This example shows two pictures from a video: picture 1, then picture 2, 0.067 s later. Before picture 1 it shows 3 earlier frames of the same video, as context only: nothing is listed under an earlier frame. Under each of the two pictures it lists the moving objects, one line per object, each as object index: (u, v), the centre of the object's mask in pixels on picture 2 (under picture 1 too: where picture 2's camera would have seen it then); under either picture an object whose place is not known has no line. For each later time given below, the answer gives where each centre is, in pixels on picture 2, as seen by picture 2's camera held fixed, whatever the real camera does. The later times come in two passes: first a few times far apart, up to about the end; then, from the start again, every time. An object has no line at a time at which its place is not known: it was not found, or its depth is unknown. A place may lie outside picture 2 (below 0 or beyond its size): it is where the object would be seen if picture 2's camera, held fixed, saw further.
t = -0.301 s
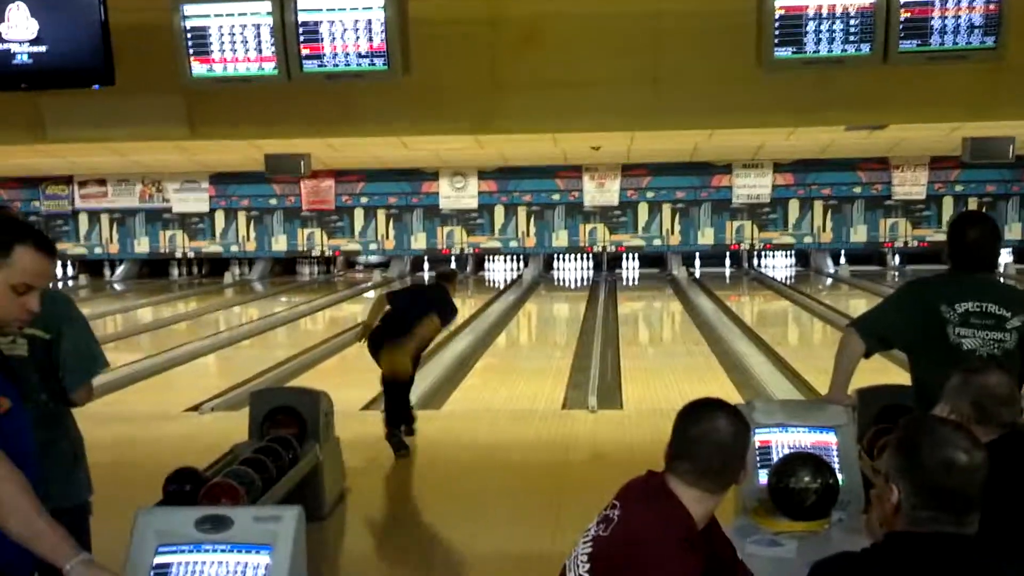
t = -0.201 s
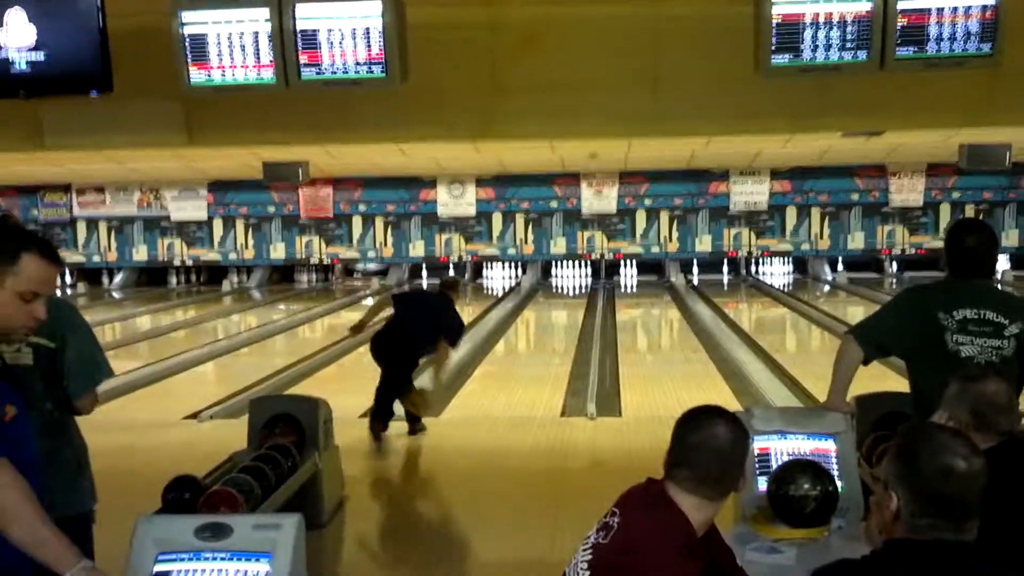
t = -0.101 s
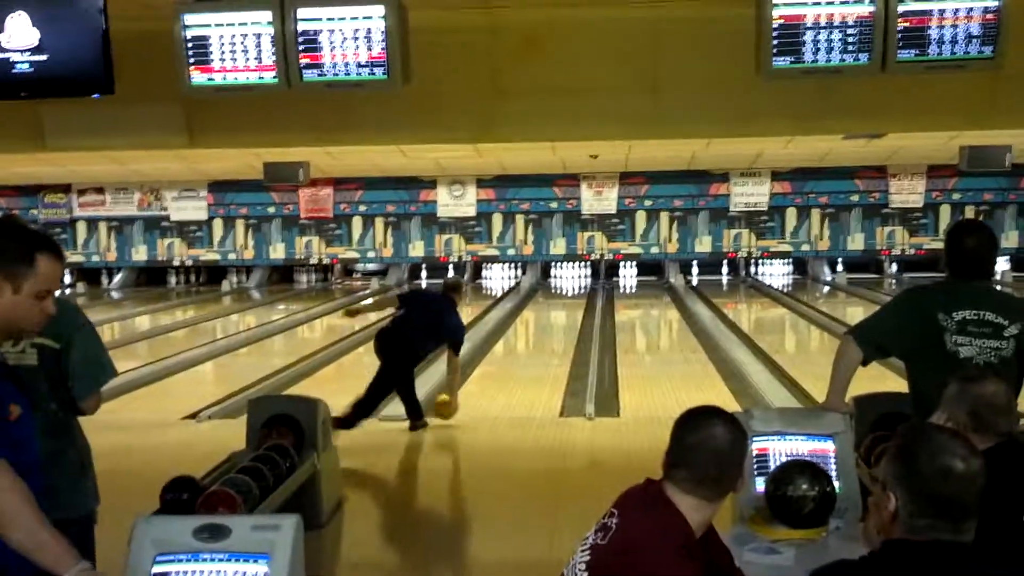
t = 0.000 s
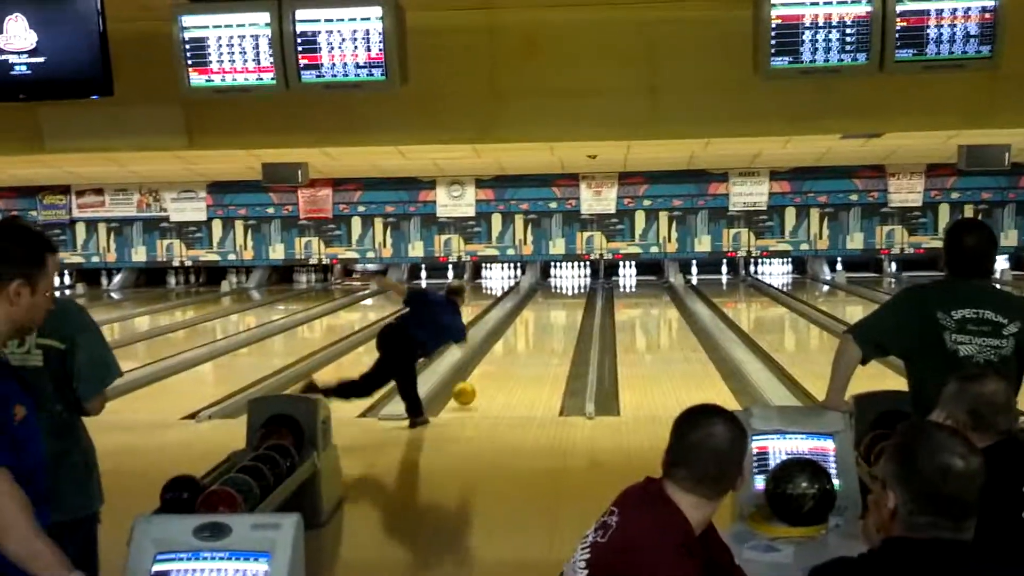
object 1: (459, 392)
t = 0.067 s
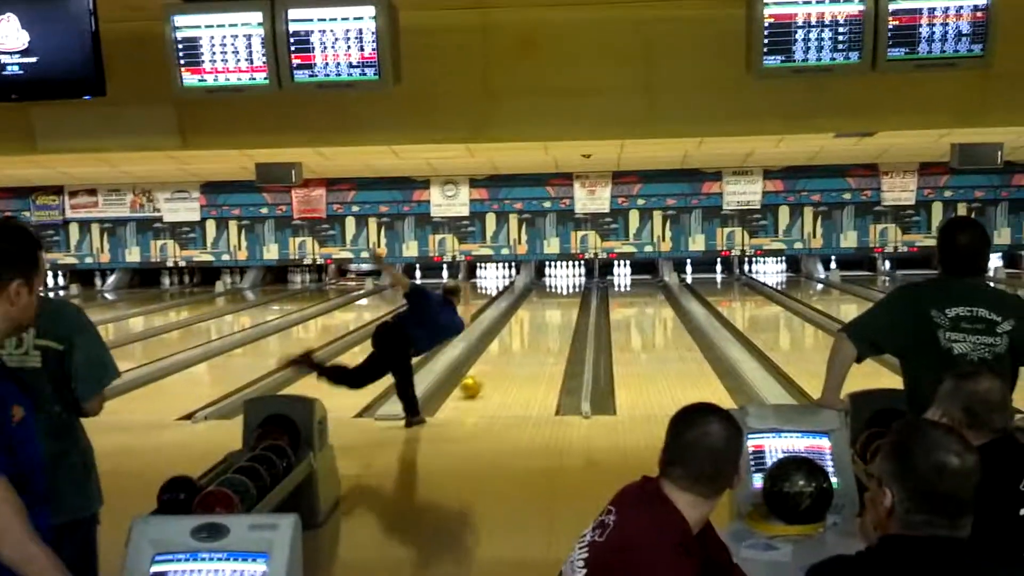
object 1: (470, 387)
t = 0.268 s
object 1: (494, 363)
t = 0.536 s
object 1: (519, 340)
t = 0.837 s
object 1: (541, 324)
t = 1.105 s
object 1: (555, 310)
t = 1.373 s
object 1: (565, 299)
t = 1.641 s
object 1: (572, 292)
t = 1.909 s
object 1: (574, 284)
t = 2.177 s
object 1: (572, 280)
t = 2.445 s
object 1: (567, 277)
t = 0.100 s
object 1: (475, 382)
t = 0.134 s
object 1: (478, 378)
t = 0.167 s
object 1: (482, 375)
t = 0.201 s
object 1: (487, 372)
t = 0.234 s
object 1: (491, 367)
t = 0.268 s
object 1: (494, 363)
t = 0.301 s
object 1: (497, 361)
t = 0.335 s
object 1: (501, 357)
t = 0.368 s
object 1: (506, 353)
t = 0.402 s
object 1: (508, 351)
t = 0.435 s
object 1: (510, 348)
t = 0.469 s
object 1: (514, 346)
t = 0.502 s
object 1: (517, 343)
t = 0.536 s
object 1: (519, 340)
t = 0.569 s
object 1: (522, 339)
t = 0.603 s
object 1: (525, 337)
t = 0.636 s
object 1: (526, 335)
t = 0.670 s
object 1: (530, 333)
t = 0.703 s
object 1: (532, 329)
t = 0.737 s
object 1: (535, 330)
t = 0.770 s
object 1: (538, 326)
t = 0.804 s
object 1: (539, 325)
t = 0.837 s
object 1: (541, 324)
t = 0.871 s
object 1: (544, 320)
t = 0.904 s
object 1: (544, 319)
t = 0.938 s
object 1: (546, 318)
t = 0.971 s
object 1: (547, 315)
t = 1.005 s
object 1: (550, 313)
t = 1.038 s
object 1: (552, 312)
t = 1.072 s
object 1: (554, 311)
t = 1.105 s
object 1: (555, 310)
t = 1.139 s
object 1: (556, 308)
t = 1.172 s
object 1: (556, 307)
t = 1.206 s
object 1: (561, 303)
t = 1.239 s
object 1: (563, 303)
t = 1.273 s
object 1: (562, 302)
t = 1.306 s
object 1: (564, 301)
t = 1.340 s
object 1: (565, 300)
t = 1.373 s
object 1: (565, 299)
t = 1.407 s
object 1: (566, 297)
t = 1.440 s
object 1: (567, 296)
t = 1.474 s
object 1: (569, 296)
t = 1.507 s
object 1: (569, 295)
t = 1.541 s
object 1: (570, 294)
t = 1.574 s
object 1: (571, 294)
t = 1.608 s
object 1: (571, 293)
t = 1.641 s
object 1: (572, 292)
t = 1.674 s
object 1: (573, 290)
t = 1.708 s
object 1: (573, 288)
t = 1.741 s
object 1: (573, 288)
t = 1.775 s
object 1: (573, 288)
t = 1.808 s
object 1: (574, 287)
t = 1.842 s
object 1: (574, 286)
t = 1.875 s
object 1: (574, 286)
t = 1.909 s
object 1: (574, 284)
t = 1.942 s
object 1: (573, 284)
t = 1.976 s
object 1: (574, 283)
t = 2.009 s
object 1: (574, 282)
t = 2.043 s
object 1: (572, 282)
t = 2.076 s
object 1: (572, 282)
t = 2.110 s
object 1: (573, 282)
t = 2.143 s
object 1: (572, 280)
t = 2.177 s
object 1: (572, 280)
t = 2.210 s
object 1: (571, 279)
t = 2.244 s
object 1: (570, 280)
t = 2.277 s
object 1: (570, 279)
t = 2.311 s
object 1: (570, 279)
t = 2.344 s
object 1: (570, 278)
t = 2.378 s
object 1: (568, 277)
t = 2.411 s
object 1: (567, 278)
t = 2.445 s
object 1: (567, 277)
